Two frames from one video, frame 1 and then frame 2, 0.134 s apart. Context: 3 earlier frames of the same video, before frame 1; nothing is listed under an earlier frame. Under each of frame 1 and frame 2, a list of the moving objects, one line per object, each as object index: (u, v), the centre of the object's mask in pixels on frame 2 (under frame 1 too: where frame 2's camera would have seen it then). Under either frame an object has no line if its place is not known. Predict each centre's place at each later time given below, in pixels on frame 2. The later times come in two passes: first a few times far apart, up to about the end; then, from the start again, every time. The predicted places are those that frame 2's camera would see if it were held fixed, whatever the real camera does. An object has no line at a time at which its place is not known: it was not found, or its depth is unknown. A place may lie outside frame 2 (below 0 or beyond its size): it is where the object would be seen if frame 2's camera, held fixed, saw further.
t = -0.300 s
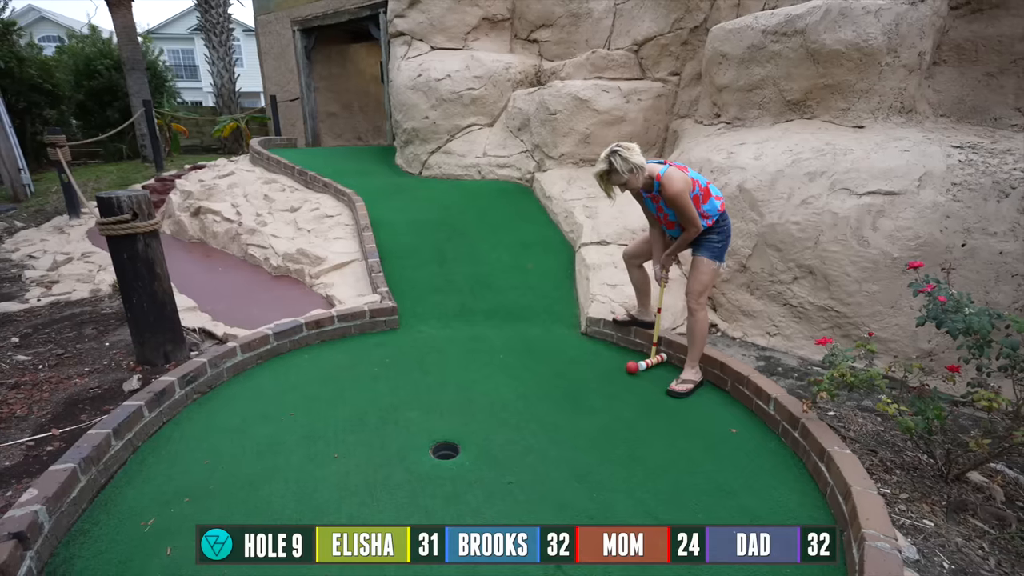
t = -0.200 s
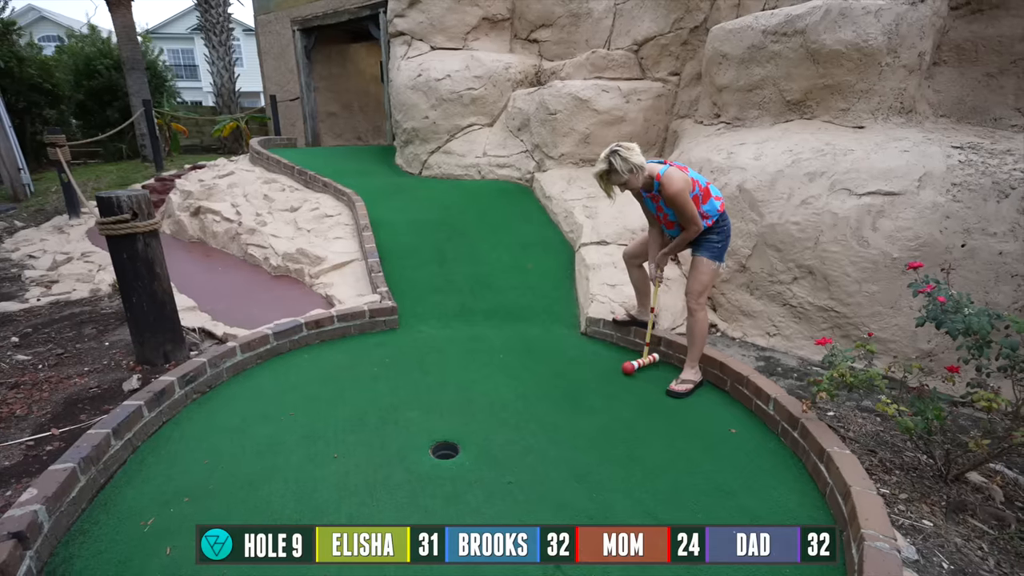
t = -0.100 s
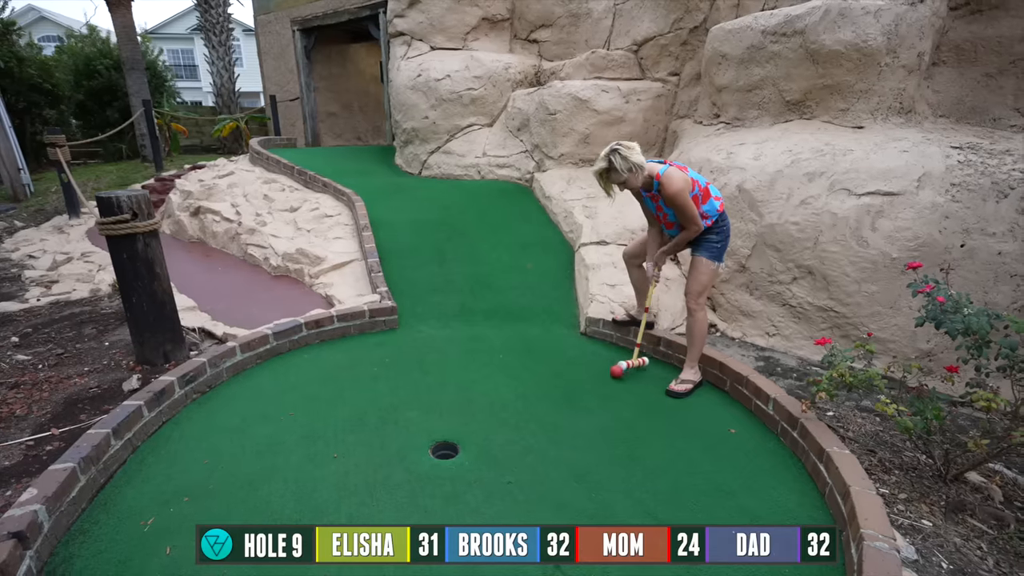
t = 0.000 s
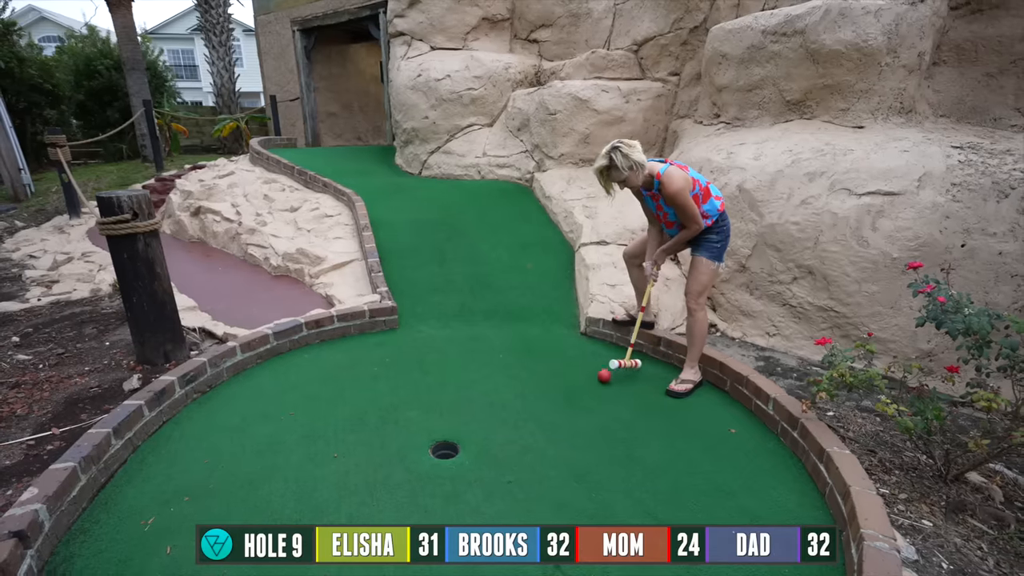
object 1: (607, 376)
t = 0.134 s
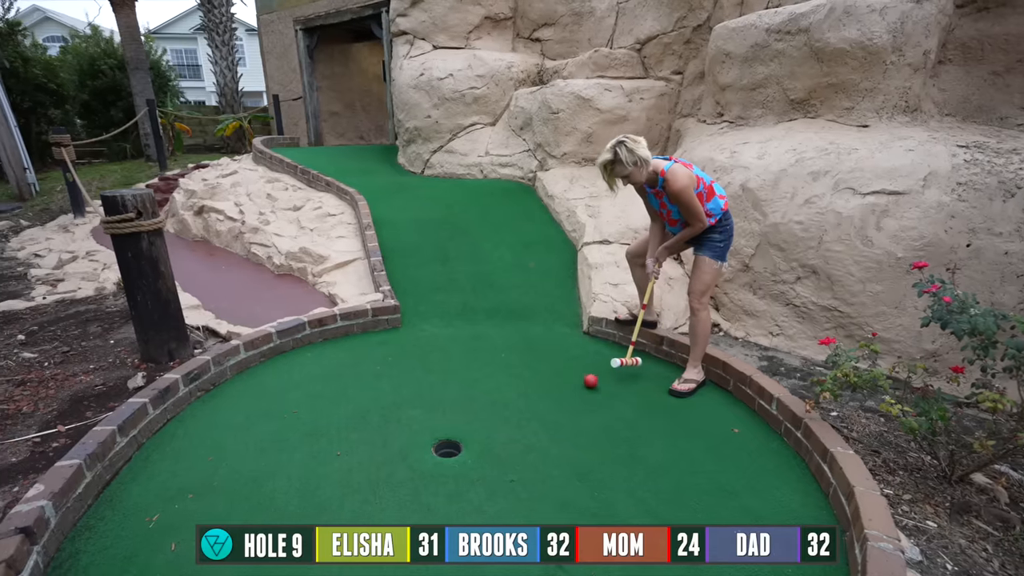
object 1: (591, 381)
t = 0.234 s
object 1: (579, 386)
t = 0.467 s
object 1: (551, 398)
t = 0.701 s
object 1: (524, 411)
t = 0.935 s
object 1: (496, 425)
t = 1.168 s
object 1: (470, 441)
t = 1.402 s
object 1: (435, 452)
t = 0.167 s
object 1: (587, 383)
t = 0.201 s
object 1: (583, 385)
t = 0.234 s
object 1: (579, 386)
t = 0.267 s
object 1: (575, 388)
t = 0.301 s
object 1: (571, 389)
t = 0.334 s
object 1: (567, 391)
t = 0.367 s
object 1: (563, 392)
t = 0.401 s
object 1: (559, 394)
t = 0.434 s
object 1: (555, 396)
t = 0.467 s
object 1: (551, 398)
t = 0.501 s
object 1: (547, 399)
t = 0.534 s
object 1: (543, 401)
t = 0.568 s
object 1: (539, 403)
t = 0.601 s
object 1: (536, 405)
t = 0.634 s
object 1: (532, 407)
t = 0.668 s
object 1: (528, 409)
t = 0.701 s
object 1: (524, 411)
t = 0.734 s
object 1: (520, 413)
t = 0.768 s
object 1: (516, 415)
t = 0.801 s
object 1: (512, 417)
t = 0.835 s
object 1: (508, 419)
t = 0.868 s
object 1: (504, 421)
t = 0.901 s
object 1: (500, 423)
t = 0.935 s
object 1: (496, 425)
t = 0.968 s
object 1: (492, 427)
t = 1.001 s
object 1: (489, 429)
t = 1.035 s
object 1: (485, 432)
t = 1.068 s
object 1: (482, 434)
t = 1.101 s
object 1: (478, 436)
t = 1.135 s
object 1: (474, 439)
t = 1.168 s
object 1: (470, 441)
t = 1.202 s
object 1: (465, 444)
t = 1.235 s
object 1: (461, 446)
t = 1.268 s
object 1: (456, 448)
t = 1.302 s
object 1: (450, 449)
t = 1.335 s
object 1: (445, 450)
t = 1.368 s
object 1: (440, 451)
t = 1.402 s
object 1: (435, 452)
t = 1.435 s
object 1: (430, 452)
